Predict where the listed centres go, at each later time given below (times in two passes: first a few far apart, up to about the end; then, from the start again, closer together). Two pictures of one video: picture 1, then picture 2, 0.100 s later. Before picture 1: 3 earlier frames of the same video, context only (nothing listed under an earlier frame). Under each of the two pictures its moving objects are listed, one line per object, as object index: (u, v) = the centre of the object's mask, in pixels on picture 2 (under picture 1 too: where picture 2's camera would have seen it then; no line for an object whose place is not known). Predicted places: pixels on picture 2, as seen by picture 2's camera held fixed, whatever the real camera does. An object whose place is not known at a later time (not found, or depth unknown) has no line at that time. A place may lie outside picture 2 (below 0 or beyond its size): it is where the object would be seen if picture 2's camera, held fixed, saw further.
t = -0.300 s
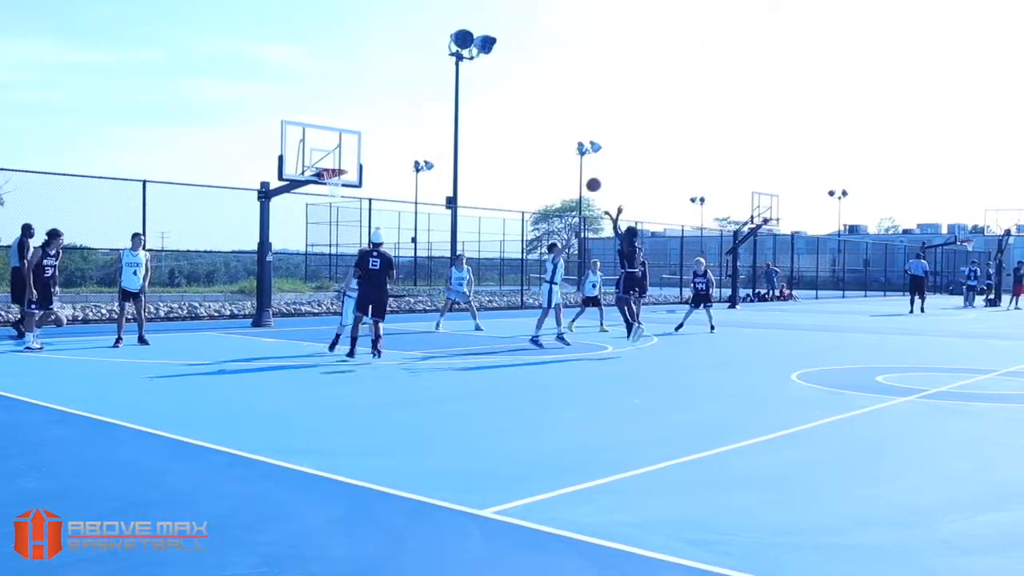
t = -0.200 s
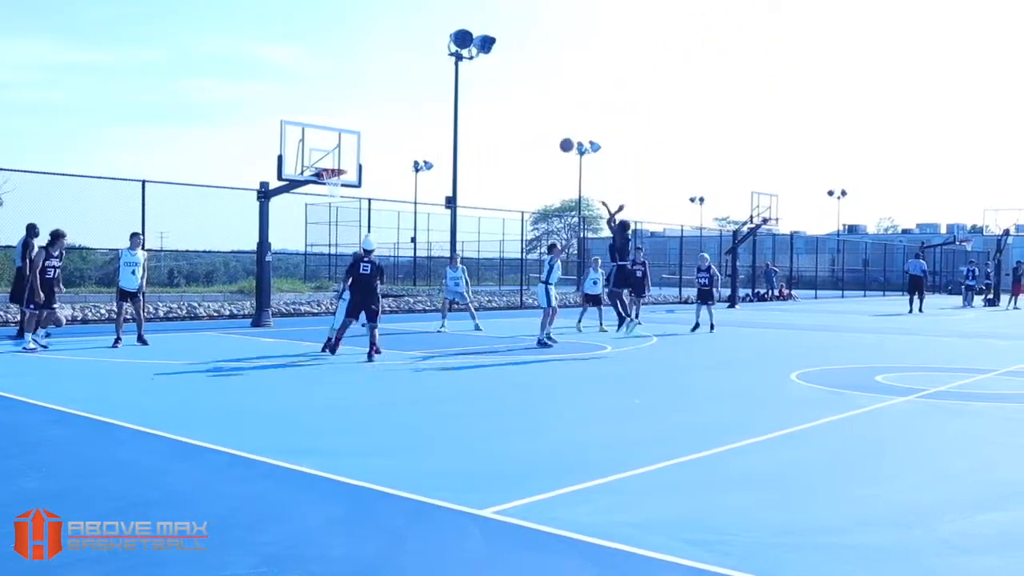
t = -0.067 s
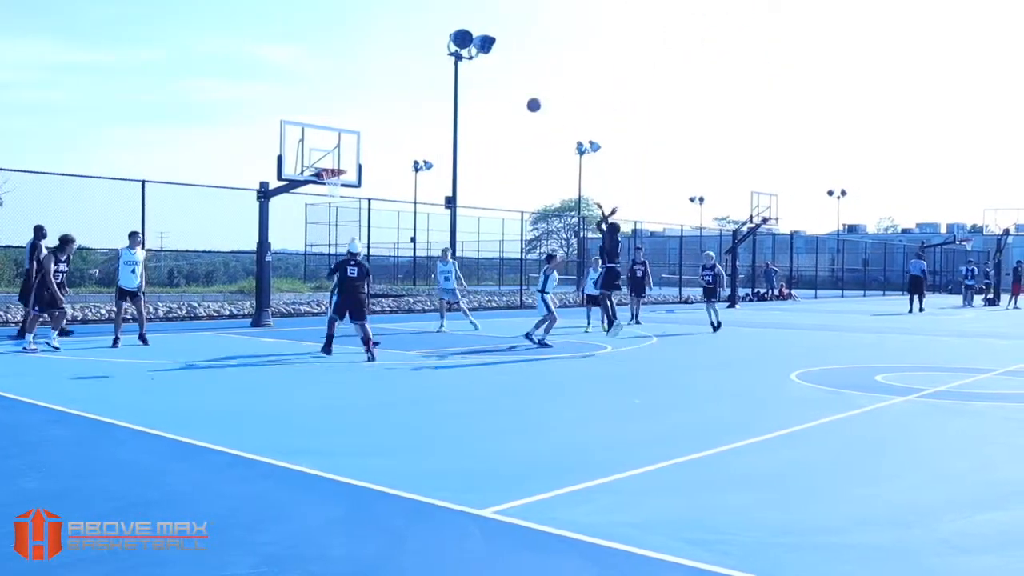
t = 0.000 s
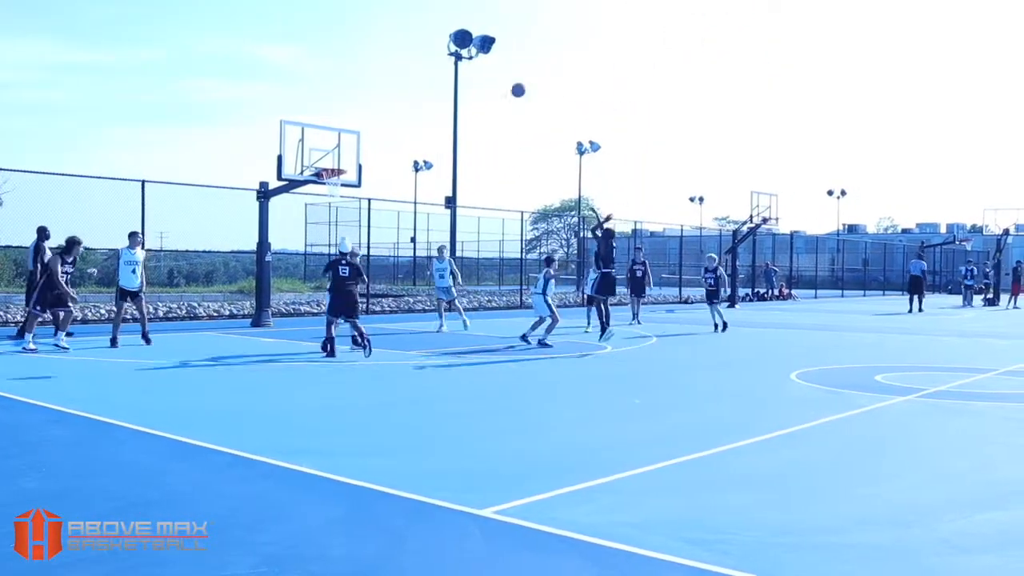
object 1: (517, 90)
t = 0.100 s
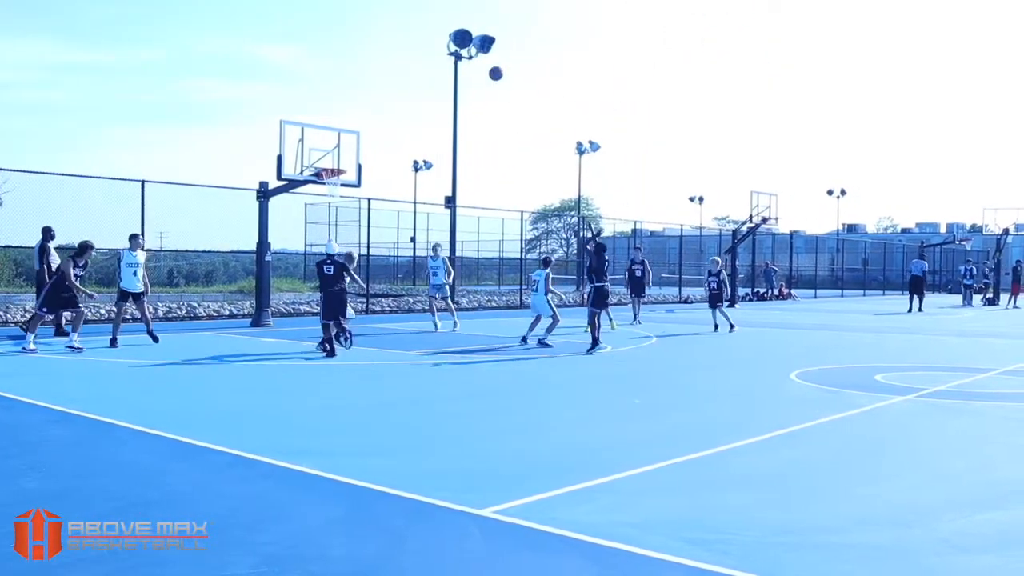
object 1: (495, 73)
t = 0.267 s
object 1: (460, 61)
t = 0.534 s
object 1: (409, 75)
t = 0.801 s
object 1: (363, 125)
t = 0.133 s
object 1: (488, 69)
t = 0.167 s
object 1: (481, 66)
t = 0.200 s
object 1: (474, 64)
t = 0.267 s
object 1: (460, 61)
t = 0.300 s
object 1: (454, 60)
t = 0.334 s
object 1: (447, 60)
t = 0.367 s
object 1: (441, 61)
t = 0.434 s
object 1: (427, 65)
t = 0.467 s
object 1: (421, 68)
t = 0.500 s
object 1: (415, 71)
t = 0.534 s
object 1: (409, 75)
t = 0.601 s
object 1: (397, 84)
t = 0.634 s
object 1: (391, 90)
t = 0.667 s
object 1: (385, 96)
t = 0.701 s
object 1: (380, 102)
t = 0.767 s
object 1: (368, 117)
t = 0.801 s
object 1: (363, 125)
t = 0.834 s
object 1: (358, 134)
